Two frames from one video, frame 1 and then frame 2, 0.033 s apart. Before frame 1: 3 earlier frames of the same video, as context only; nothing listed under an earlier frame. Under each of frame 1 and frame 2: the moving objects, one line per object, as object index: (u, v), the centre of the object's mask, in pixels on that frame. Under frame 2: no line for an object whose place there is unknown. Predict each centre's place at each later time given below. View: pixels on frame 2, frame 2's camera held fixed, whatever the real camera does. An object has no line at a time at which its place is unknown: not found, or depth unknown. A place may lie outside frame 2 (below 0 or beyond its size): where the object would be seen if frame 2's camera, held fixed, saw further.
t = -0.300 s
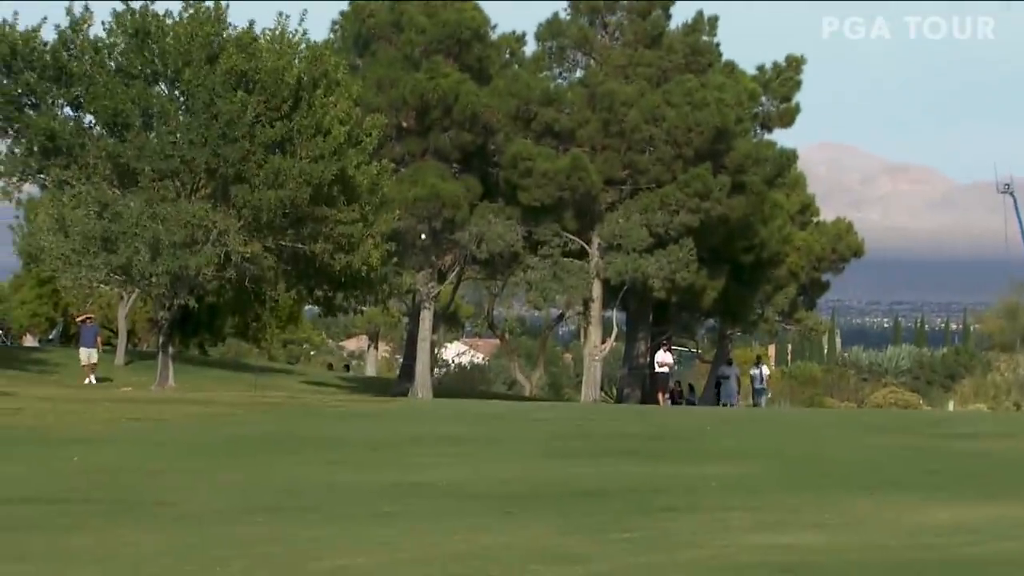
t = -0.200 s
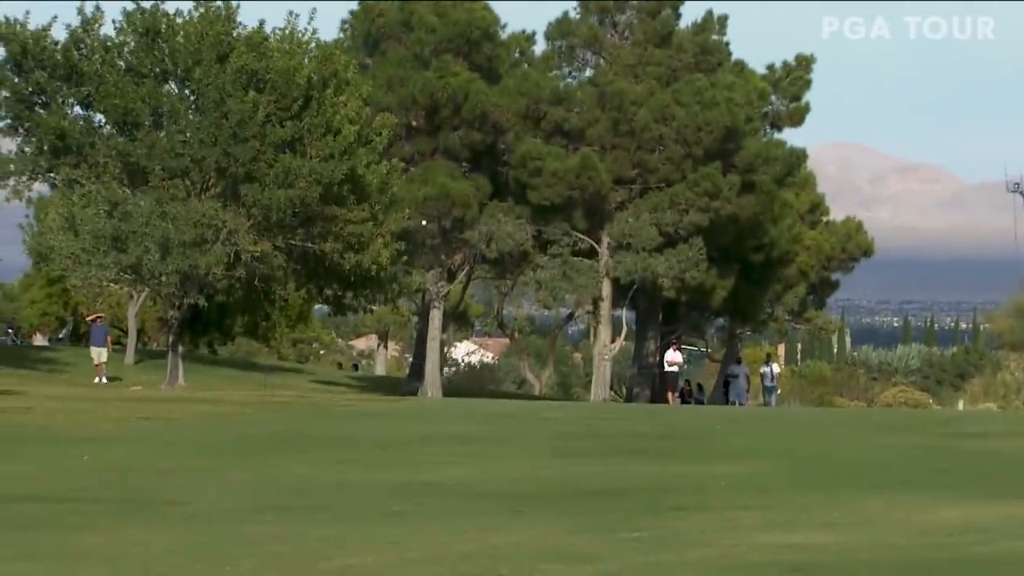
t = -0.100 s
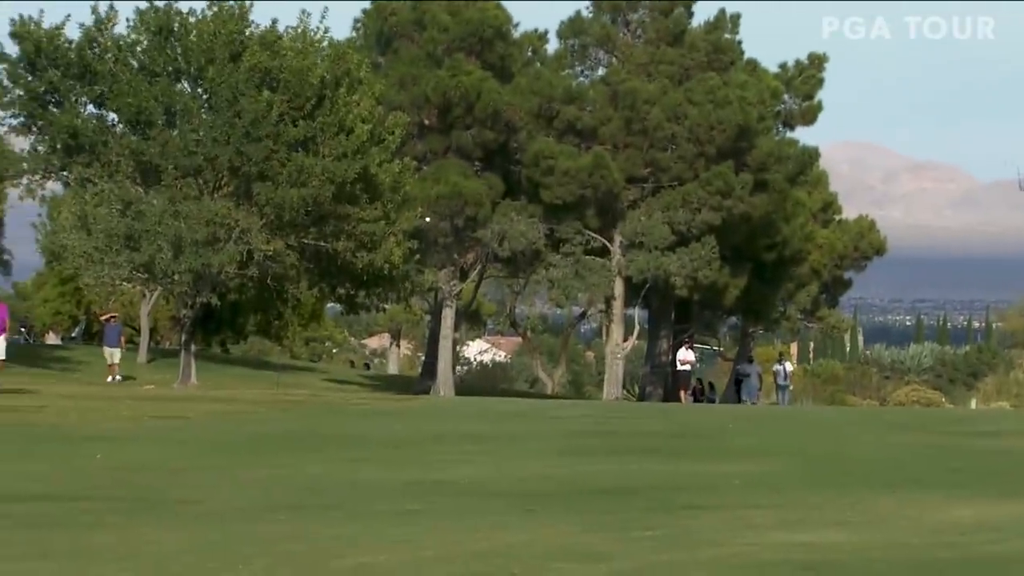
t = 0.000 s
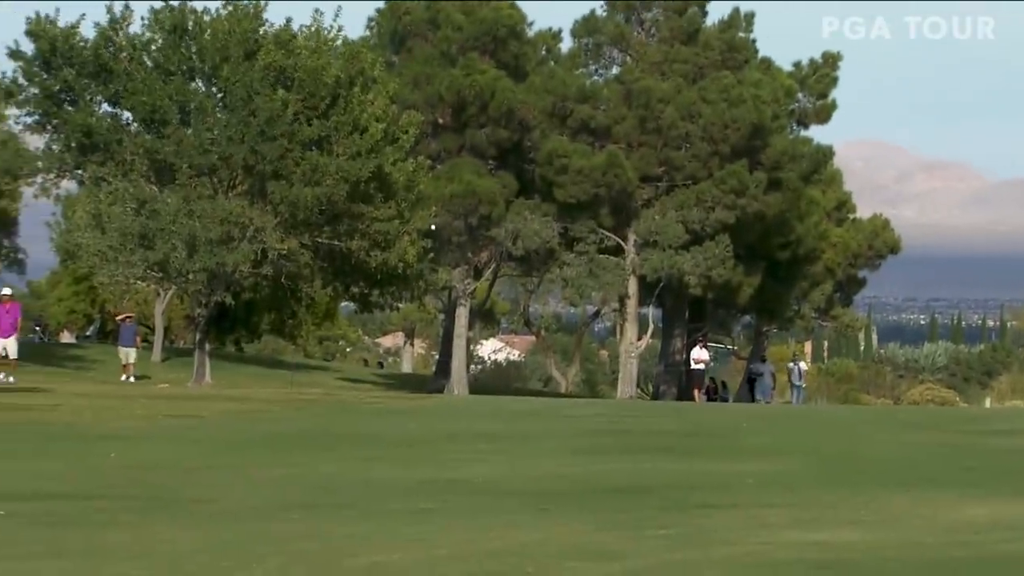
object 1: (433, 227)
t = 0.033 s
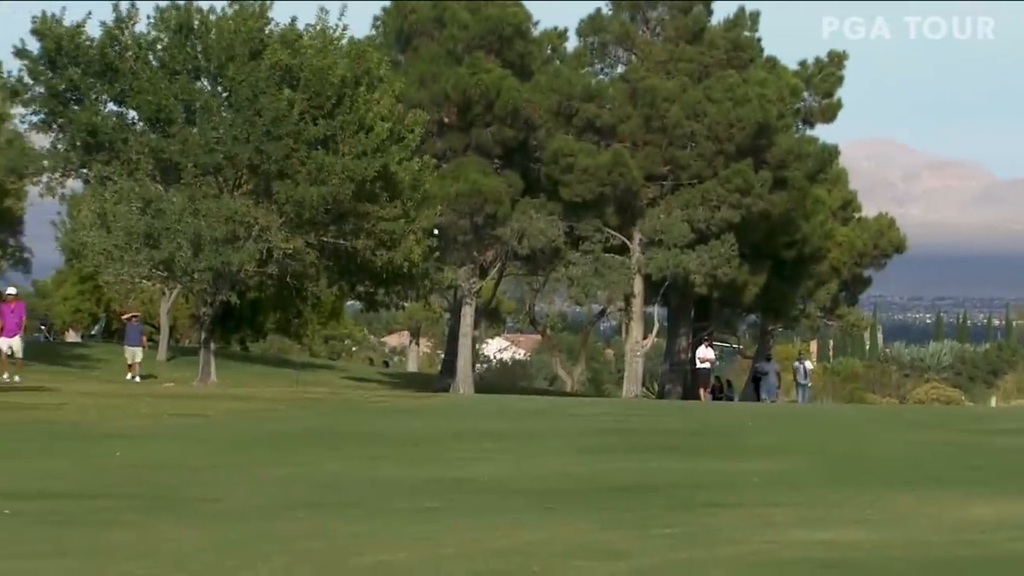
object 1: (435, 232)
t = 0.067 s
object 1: (433, 239)
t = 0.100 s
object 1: (430, 246)
